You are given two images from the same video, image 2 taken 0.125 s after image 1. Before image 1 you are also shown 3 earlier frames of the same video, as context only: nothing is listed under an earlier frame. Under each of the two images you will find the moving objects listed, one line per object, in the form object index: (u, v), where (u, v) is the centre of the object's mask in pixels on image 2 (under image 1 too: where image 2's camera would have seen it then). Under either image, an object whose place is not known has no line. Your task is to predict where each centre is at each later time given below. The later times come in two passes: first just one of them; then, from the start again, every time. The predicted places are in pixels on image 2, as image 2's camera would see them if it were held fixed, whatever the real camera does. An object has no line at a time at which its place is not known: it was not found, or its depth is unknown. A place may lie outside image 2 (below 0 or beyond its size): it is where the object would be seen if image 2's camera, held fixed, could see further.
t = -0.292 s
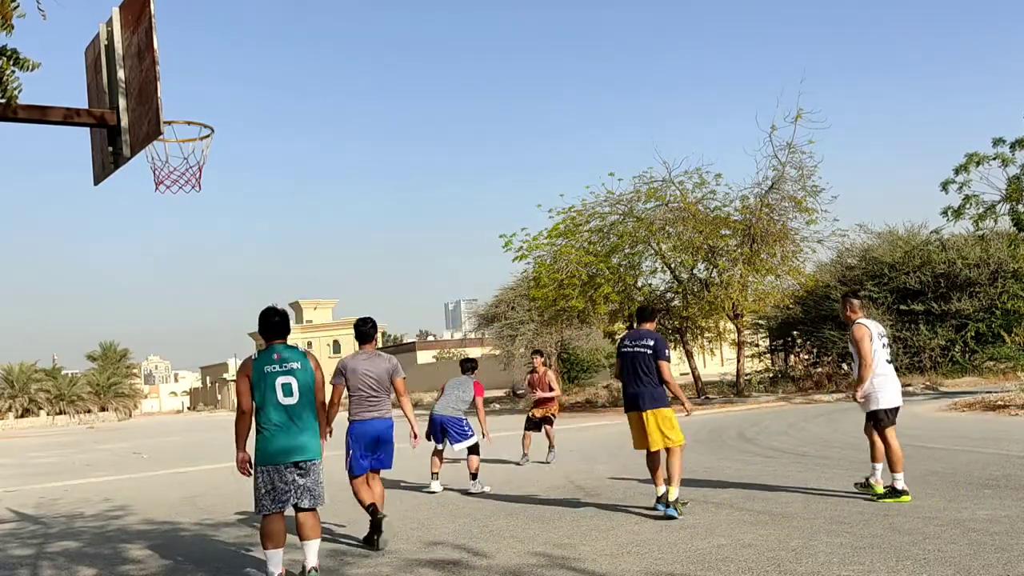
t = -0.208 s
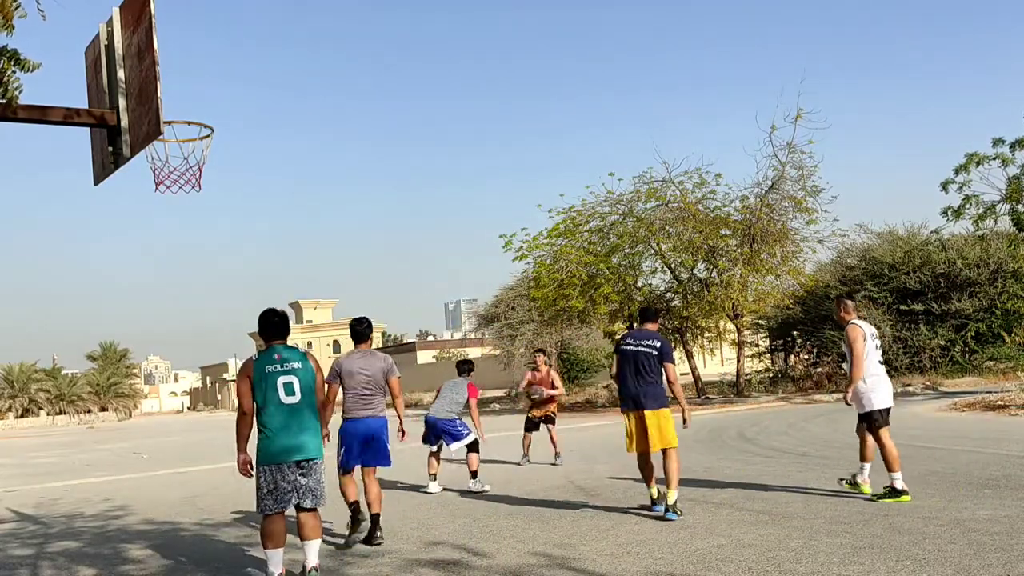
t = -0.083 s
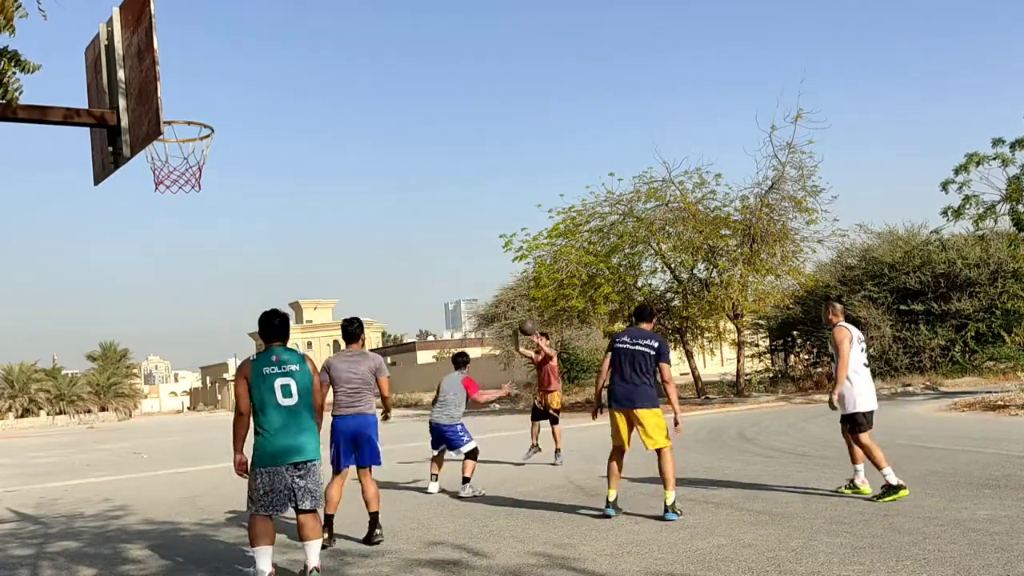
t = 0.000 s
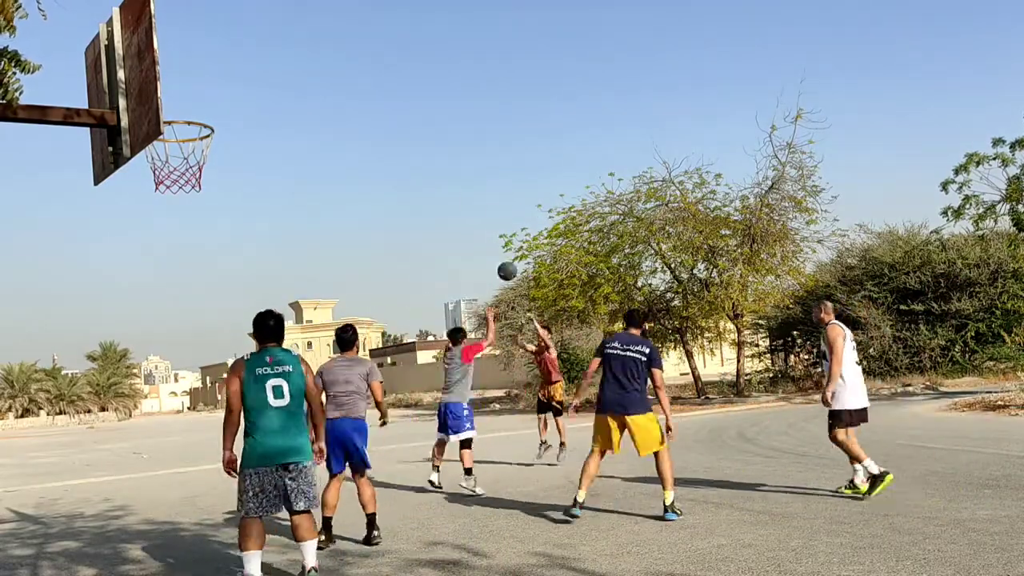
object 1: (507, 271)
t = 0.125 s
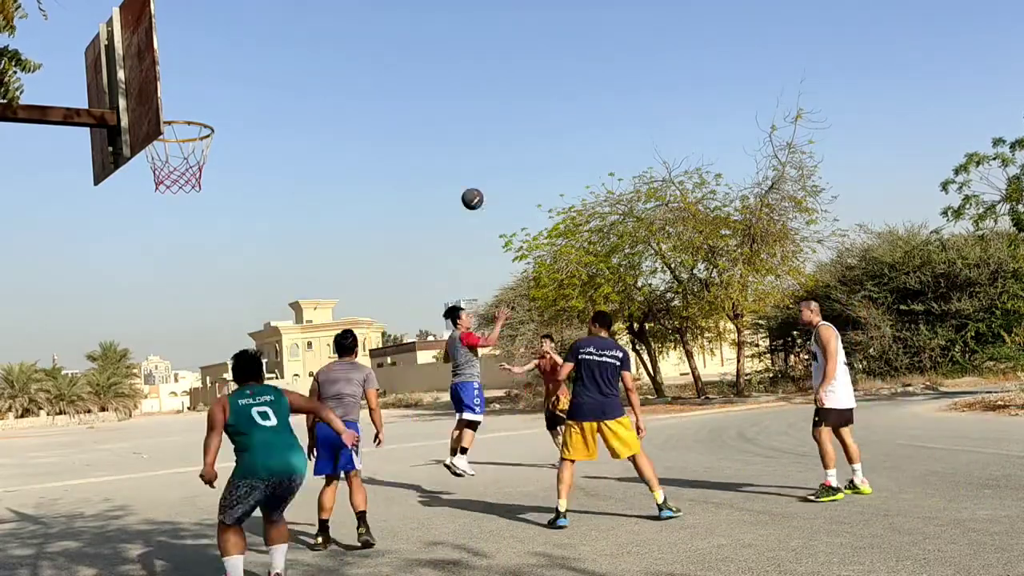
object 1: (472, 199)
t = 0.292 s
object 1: (415, 134)
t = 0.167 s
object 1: (459, 178)
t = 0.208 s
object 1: (445, 161)
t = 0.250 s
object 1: (431, 146)
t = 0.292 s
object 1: (415, 134)
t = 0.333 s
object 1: (397, 126)
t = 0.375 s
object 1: (378, 122)
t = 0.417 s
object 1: (357, 123)
